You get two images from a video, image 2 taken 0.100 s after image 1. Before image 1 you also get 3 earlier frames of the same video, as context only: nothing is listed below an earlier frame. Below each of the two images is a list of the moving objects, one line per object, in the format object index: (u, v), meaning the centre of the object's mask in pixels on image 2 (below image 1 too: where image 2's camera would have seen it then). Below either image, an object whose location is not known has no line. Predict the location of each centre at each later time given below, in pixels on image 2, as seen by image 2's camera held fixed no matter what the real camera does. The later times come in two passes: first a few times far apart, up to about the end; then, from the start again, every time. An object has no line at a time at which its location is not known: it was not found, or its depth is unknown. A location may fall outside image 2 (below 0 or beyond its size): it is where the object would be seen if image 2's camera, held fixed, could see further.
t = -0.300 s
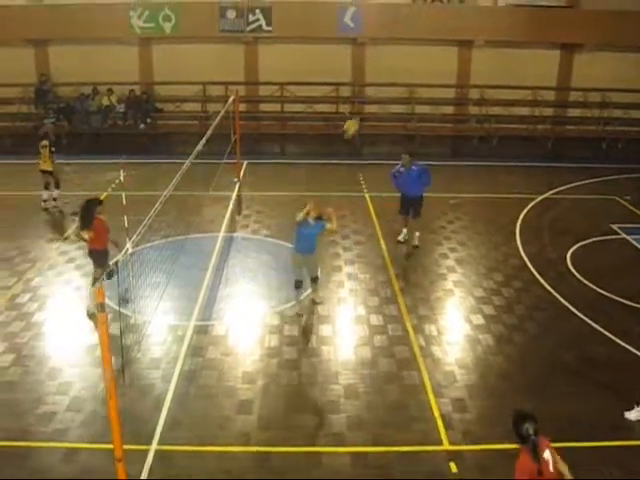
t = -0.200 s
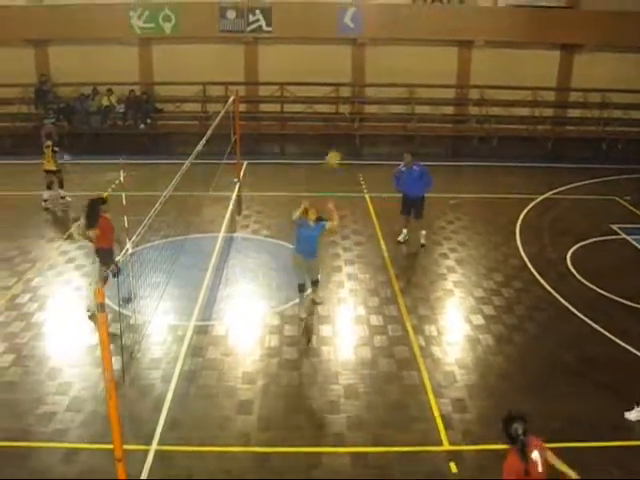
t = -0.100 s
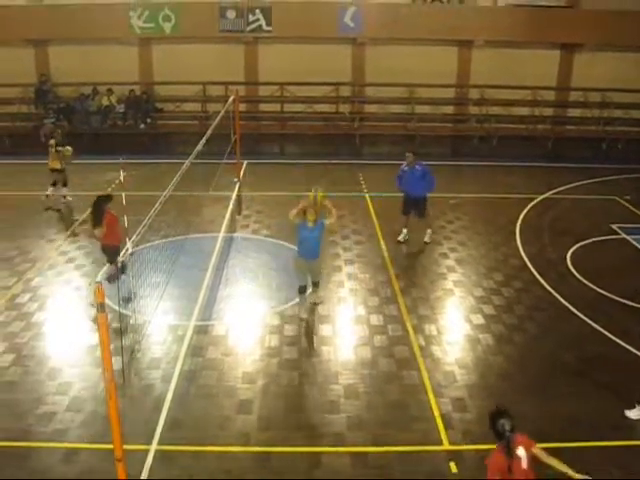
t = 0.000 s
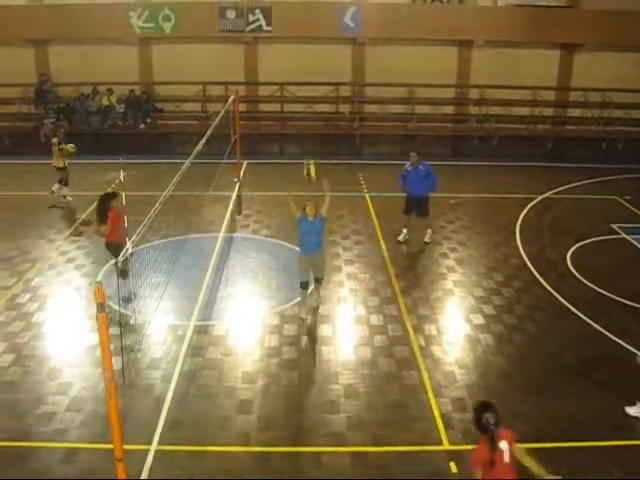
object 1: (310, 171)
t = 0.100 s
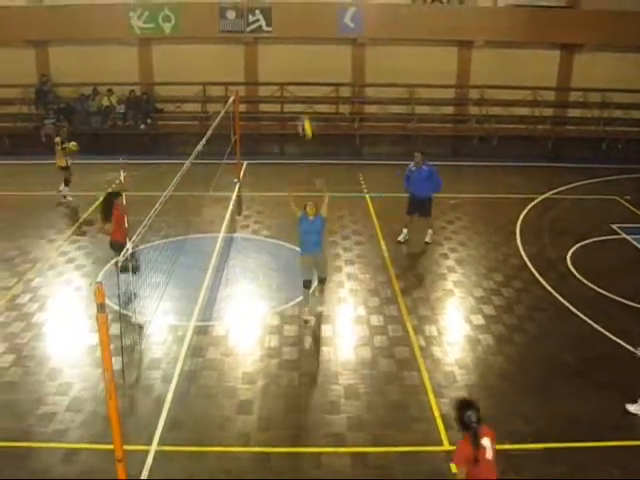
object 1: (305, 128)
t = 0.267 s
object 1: (299, 67)
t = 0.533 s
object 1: (286, 8)
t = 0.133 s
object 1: (305, 117)
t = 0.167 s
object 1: (303, 103)
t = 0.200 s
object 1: (301, 90)
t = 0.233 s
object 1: (301, 78)
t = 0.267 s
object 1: (299, 67)
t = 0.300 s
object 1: (297, 57)
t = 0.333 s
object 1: (295, 47)
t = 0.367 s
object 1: (295, 39)
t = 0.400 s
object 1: (293, 30)
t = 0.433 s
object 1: (292, 23)
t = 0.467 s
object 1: (290, 19)
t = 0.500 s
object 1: (288, 12)
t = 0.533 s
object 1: (286, 8)
